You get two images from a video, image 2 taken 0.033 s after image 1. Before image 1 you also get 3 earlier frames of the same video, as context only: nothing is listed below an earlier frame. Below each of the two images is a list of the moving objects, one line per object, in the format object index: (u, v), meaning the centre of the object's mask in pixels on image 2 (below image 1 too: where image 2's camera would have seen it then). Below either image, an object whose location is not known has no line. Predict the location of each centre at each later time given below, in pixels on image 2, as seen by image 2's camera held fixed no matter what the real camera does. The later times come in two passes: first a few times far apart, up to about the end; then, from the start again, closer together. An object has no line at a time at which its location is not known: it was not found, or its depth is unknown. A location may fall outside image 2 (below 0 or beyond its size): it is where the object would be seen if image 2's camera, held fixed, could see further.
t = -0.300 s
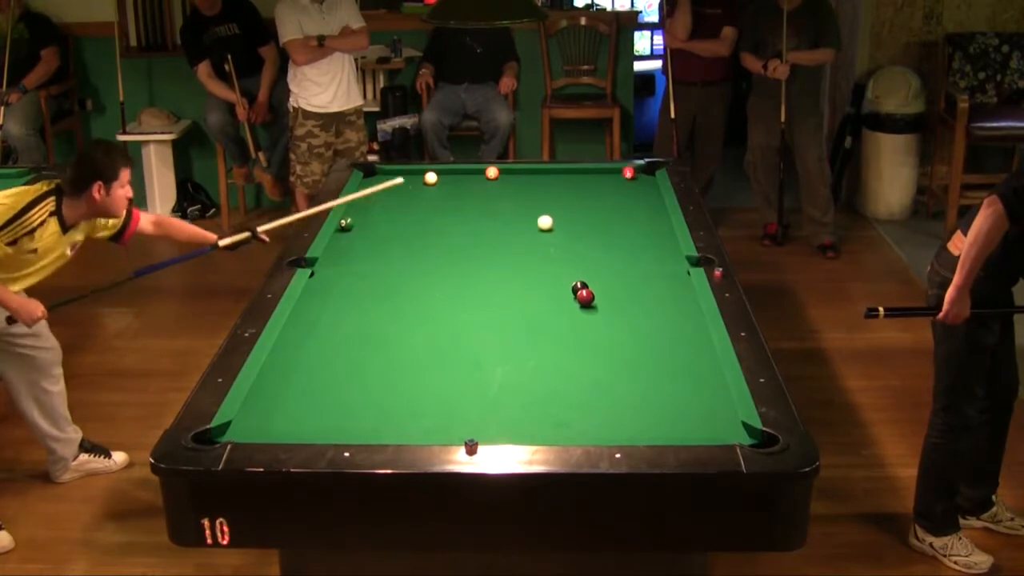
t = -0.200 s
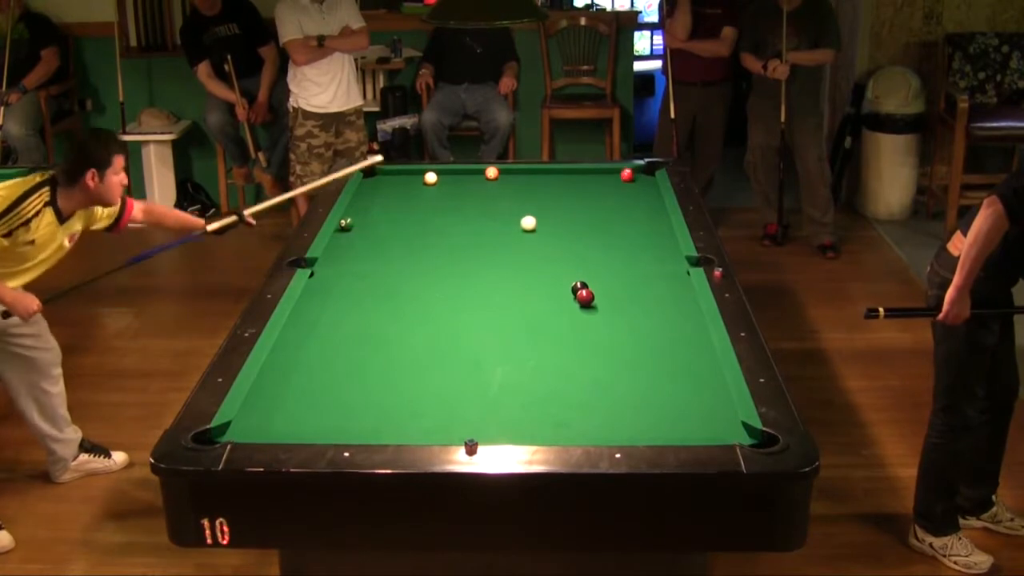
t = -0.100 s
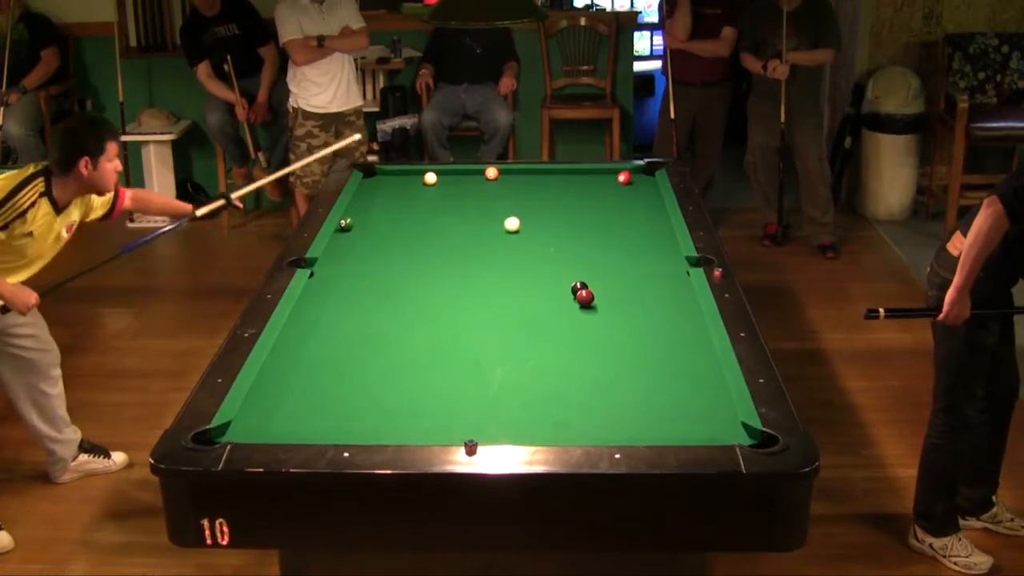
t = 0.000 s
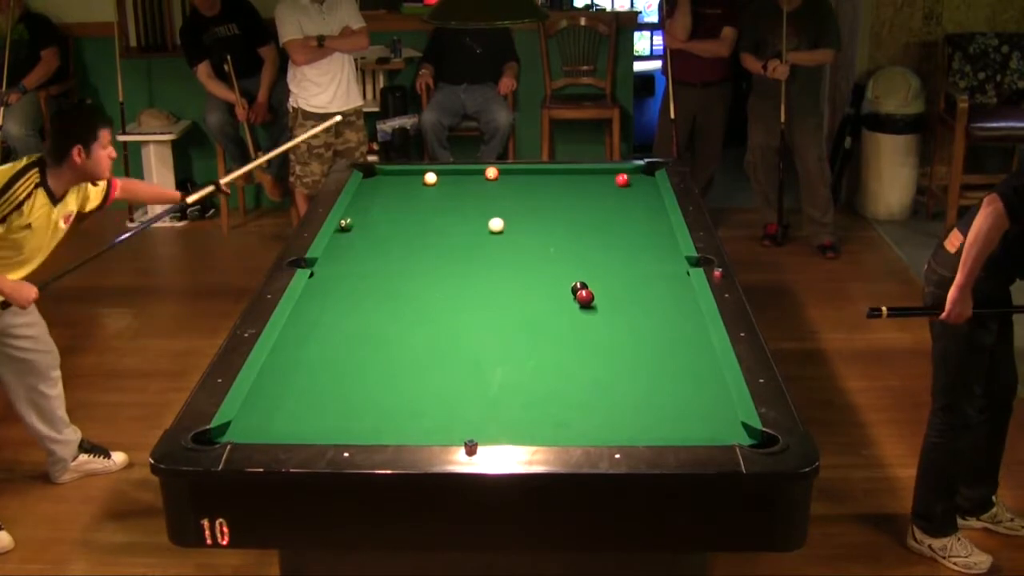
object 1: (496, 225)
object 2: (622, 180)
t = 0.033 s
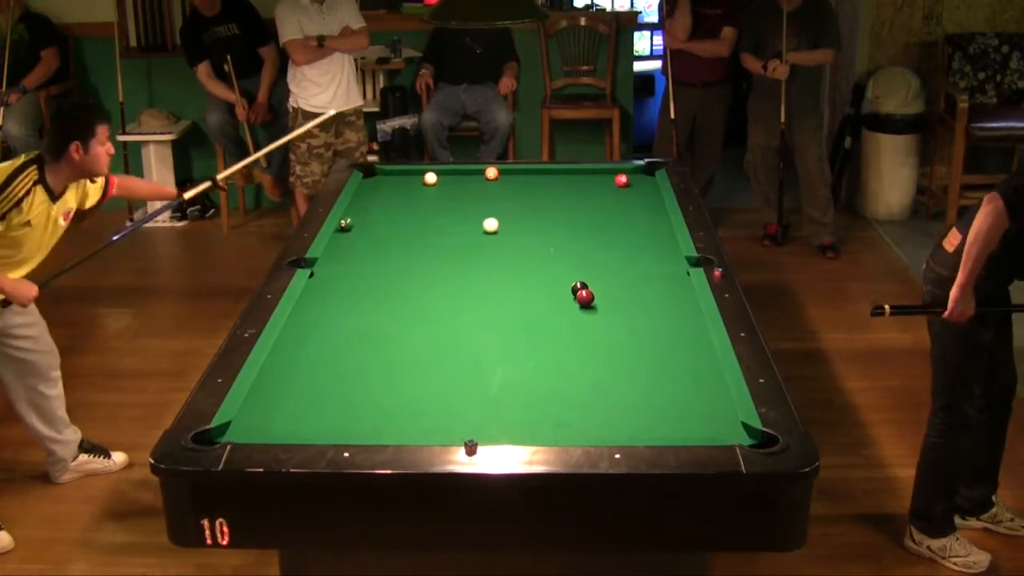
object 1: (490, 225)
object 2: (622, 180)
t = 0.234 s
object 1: (459, 227)
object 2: (617, 185)
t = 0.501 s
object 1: (419, 228)
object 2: (612, 190)
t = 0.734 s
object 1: (384, 230)
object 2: (608, 195)
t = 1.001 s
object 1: (346, 231)
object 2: (602, 200)
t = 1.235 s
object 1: (354, 232)
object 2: (597, 204)
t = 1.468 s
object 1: (369, 233)
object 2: (593, 209)
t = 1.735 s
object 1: (386, 233)
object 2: (588, 213)
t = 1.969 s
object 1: (399, 233)
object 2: (584, 217)
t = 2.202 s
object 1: (411, 234)
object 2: (581, 220)
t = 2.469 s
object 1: (424, 234)
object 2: (576, 223)
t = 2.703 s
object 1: (434, 235)
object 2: (573, 227)
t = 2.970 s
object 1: (444, 235)
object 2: (570, 230)
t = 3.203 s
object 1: (451, 235)
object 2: (567, 232)
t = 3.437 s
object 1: (458, 235)
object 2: (564, 234)
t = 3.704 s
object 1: (464, 235)
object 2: (562, 236)
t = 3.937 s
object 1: (469, 235)
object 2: (560, 237)
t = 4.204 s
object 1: (472, 236)
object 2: (557, 238)
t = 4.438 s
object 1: (474, 236)
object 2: (556, 238)
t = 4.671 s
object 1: (475, 236)
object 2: (555, 239)
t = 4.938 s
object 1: (475, 236)
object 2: (555, 239)
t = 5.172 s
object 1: (475, 236)
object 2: (555, 238)
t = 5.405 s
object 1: (475, 235)
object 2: (555, 238)
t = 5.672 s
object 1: (475, 236)
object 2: (555, 238)
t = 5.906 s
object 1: (475, 236)
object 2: (555, 238)
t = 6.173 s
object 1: (475, 236)
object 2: (555, 239)
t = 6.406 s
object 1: (475, 236)
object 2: (555, 238)
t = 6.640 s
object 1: (475, 236)
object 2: (555, 239)
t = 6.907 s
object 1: (475, 236)
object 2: (555, 239)
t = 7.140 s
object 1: (475, 236)
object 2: (555, 239)
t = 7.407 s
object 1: (475, 236)
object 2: (555, 239)
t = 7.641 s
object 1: (475, 236)
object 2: (555, 238)
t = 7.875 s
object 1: (475, 236)
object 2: (555, 238)
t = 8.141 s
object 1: (475, 236)
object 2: (555, 238)
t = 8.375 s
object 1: (475, 236)
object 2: (555, 238)
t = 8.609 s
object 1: (475, 236)
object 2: (555, 238)
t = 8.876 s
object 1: (475, 236)
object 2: (555, 239)
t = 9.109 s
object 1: (475, 236)
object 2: (555, 239)
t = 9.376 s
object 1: (475, 236)
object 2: (555, 238)
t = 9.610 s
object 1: (475, 236)
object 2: (555, 238)
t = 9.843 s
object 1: (475, 236)
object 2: (555, 238)
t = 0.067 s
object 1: (485, 226)
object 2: (621, 181)
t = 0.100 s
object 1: (480, 226)
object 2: (620, 182)
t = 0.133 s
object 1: (475, 226)
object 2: (620, 182)
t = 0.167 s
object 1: (470, 226)
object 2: (619, 183)
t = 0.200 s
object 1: (464, 226)
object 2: (618, 184)
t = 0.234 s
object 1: (459, 227)
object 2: (617, 185)
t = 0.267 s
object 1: (454, 227)
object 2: (617, 186)
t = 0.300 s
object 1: (449, 227)
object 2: (616, 186)
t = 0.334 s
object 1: (444, 227)
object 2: (615, 187)
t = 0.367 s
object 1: (439, 228)
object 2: (615, 187)
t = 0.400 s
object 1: (434, 228)
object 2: (614, 188)
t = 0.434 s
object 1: (429, 228)
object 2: (613, 189)
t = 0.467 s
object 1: (423, 228)
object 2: (613, 190)
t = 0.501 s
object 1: (419, 228)
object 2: (612, 190)
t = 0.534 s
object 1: (413, 229)
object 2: (611, 191)
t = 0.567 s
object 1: (409, 229)
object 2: (611, 192)
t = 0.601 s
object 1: (404, 229)
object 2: (610, 192)
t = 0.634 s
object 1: (399, 229)
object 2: (610, 193)
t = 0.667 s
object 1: (394, 230)
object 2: (609, 193)
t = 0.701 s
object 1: (389, 230)
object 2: (608, 194)
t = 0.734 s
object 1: (384, 230)
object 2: (608, 195)
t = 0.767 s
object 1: (379, 230)
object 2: (607, 196)
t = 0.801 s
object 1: (375, 230)
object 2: (607, 196)
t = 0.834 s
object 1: (370, 230)
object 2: (606, 197)
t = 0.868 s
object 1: (365, 231)
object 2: (605, 197)
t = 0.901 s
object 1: (360, 231)
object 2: (604, 198)
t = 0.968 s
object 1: (351, 231)
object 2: (603, 199)
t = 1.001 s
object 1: (346, 231)
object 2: (602, 200)
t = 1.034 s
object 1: (341, 232)
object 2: (601, 201)
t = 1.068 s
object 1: (342, 232)
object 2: (601, 201)
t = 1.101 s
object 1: (345, 232)
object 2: (600, 202)
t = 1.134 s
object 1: (347, 232)
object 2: (599, 203)
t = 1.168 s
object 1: (349, 232)
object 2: (599, 203)
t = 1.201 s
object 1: (351, 232)
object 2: (598, 204)
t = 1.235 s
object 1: (354, 232)
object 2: (597, 204)
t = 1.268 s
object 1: (356, 232)
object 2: (597, 205)
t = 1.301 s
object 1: (358, 233)
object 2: (596, 205)
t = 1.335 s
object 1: (361, 232)
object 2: (596, 206)
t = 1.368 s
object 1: (363, 233)
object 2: (595, 207)
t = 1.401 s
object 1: (365, 233)
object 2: (594, 208)
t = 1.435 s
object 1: (367, 233)
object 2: (594, 208)
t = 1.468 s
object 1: (369, 233)
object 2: (593, 209)
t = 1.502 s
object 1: (371, 233)
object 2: (593, 209)
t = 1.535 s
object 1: (374, 233)
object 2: (592, 210)
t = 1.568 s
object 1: (375, 233)
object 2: (591, 210)
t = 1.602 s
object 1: (377, 233)
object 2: (591, 211)
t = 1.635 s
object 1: (380, 233)
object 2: (590, 211)
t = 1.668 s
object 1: (382, 233)
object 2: (589, 212)
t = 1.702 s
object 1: (384, 233)
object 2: (589, 212)
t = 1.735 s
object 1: (386, 233)
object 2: (588, 213)
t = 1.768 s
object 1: (388, 233)
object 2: (588, 213)
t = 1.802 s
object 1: (390, 233)
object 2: (587, 214)
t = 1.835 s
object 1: (392, 233)
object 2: (587, 215)
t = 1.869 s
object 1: (393, 233)
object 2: (586, 215)
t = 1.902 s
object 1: (395, 233)
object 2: (586, 216)
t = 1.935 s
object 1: (397, 233)
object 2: (585, 216)
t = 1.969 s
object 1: (399, 233)
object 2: (584, 217)
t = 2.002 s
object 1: (401, 233)
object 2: (584, 217)
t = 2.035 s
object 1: (403, 233)
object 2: (583, 217)
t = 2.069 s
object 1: (404, 233)
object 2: (583, 218)
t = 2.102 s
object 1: (406, 233)
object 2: (582, 218)
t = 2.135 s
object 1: (408, 233)
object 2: (582, 219)
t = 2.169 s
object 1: (409, 234)
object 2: (581, 220)
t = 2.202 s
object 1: (411, 234)
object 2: (581, 220)
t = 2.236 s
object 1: (413, 234)
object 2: (580, 220)
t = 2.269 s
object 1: (414, 234)
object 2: (580, 221)
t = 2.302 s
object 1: (416, 234)
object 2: (579, 222)
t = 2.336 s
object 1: (418, 234)
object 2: (579, 222)
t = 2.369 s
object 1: (419, 234)
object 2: (578, 222)
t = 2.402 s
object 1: (421, 234)
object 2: (577, 223)
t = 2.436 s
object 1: (422, 234)
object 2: (577, 223)
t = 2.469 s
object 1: (424, 234)
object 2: (576, 223)
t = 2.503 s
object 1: (425, 234)
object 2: (576, 224)
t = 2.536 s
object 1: (426, 235)
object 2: (575, 225)
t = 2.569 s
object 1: (428, 235)
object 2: (575, 225)
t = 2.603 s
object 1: (429, 234)
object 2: (574, 225)
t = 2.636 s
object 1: (431, 234)
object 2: (574, 226)
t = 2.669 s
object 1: (432, 234)
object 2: (574, 226)
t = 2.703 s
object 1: (434, 235)
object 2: (573, 227)
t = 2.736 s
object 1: (435, 234)
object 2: (573, 227)
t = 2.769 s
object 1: (436, 235)
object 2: (573, 227)
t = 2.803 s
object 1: (438, 235)
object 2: (572, 227)
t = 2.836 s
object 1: (439, 235)
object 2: (572, 228)
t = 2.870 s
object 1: (440, 235)
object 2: (572, 229)
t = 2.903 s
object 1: (441, 235)
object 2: (571, 229)
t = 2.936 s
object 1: (443, 235)
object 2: (571, 229)
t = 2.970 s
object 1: (444, 235)
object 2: (570, 230)
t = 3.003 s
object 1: (445, 235)
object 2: (570, 230)
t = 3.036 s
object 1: (446, 235)
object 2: (570, 230)
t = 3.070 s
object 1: (447, 235)
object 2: (569, 230)
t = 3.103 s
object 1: (448, 235)
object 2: (569, 231)
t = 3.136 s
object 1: (449, 235)
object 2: (568, 231)
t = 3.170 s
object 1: (450, 235)
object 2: (568, 231)
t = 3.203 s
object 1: (451, 235)
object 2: (567, 232)
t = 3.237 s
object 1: (452, 235)
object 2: (567, 232)
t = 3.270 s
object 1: (453, 235)
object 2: (566, 232)
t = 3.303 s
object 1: (454, 235)
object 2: (566, 233)
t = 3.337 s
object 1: (455, 235)
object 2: (565, 233)
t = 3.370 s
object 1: (456, 235)
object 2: (565, 234)
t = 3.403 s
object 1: (457, 235)
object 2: (565, 234)
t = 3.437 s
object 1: (458, 235)
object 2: (564, 234)
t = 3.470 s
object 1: (459, 235)
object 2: (564, 234)
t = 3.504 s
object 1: (460, 236)
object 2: (564, 235)
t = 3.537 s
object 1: (460, 235)
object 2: (563, 235)
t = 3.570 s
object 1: (461, 235)
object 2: (563, 235)
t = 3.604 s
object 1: (462, 235)
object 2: (563, 235)
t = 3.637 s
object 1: (463, 235)
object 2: (562, 235)
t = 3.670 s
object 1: (464, 235)
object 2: (562, 235)
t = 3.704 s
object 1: (464, 235)
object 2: (562, 236)
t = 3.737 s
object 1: (465, 235)
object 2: (562, 236)
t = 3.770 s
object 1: (465, 235)
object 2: (561, 236)
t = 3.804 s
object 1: (466, 235)
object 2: (561, 236)
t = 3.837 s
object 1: (467, 235)
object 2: (561, 236)
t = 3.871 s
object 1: (468, 235)
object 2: (560, 236)
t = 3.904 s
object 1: (468, 235)
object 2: (560, 237)
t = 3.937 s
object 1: (469, 235)
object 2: (560, 237)
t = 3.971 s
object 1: (469, 235)
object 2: (559, 237)
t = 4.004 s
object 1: (470, 235)
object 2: (559, 237)
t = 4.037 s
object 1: (470, 235)
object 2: (559, 237)
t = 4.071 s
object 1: (471, 235)
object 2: (558, 237)
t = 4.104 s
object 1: (471, 235)
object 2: (558, 237)
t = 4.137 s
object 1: (472, 235)
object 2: (558, 238)
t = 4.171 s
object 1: (472, 235)
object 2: (557, 238)
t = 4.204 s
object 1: (472, 236)
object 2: (557, 238)
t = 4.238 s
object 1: (473, 236)
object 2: (557, 238)
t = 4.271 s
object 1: (473, 236)
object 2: (557, 238)
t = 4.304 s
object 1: (473, 236)
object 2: (556, 238)
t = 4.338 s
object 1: (474, 236)
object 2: (556, 238)
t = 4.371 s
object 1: (474, 236)
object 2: (556, 238)
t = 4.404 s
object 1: (474, 236)
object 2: (556, 238)
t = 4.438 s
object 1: (474, 236)
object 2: (556, 238)
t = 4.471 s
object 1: (474, 236)
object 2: (556, 238)
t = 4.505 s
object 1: (475, 236)
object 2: (556, 238)
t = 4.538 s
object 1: (475, 235)
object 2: (556, 238)
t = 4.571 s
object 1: (475, 236)
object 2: (555, 238)
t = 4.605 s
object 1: (475, 236)
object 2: (555, 238)
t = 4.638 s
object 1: (475, 236)
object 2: (555, 238)
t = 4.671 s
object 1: (475, 236)
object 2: (555, 239)
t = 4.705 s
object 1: (475, 236)
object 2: (555, 239)
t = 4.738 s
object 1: (475, 236)
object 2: (555, 239)
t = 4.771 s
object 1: (475, 236)
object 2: (555, 238)
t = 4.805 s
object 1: (475, 236)
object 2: (555, 239)
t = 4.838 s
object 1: (475, 236)
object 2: (555, 239)
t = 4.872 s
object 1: (475, 236)
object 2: (555, 239)
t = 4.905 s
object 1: (475, 236)
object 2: (555, 239)
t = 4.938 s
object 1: (475, 236)
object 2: (555, 239)
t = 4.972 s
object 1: (475, 236)
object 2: (555, 239)
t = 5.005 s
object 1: (475, 236)
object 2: (555, 238)
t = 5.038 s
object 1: (475, 236)
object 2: (555, 238)
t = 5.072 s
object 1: (475, 236)
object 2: (555, 238)
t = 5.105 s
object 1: (475, 236)
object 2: (555, 238)
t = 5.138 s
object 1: (475, 236)
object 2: (555, 238)
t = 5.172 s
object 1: (475, 236)
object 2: (555, 238)
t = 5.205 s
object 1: (475, 236)
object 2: (555, 238)
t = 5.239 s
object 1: (475, 236)
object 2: (555, 238)
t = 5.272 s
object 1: (475, 236)
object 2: (555, 238)
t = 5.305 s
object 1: (475, 236)
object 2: (555, 238)
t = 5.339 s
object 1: (475, 235)
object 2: (555, 238)
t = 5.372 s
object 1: (475, 235)
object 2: (555, 238)
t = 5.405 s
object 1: (475, 235)
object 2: (555, 238)
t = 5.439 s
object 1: (475, 235)
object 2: (555, 238)
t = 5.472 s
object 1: (475, 235)
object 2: (555, 238)
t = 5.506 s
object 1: (475, 235)
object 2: (555, 238)
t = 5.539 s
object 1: (475, 235)
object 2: (555, 238)
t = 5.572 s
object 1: (475, 236)
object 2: (555, 238)
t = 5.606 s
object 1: (475, 236)
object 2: (556, 238)
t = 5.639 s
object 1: (475, 236)
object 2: (555, 238)
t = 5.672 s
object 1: (475, 236)
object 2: (555, 238)
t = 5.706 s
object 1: (475, 236)
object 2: (555, 238)
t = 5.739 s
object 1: (475, 236)
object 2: (555, 238)
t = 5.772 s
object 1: (475, 236)
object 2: (555, 239)
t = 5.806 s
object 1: (475, 236)
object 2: (555, 238)
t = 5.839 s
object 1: (475, 236)
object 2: (555, 239)
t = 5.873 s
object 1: (475, 236)
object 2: (555, 238)
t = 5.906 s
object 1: (475, 236)
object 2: (555, 238)
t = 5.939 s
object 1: (475, 236)
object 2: (555, 238)
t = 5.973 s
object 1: (475, 236)
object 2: (555, 239)
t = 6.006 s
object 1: (475, 236)
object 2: (555, 238)
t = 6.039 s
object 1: (475, 236)
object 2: (555, 239)
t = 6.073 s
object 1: (475, 236)
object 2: (555, 238)
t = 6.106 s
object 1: (475, 236)
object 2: (555, 238)
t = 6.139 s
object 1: (475, 236)
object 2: (555, 238)
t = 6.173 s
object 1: (475, 236)
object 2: (555, 239)
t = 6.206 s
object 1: (475, 236)
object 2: (555, 238)
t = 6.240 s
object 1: (475, 236)
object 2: (555, 238)
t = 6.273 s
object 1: (475, 236)
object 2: (555, 238)
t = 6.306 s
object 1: (475, 236)
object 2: (555, 239)
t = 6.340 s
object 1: (475, 236)
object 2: (555, 239)
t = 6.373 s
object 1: (475, 236)
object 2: (555, 239)
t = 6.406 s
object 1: (475, 236)
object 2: (555, 238)
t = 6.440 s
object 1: (475, 236)
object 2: (555, 239)
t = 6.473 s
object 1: (475, 236)
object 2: (555, 239)
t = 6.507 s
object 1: (475, 236)
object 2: (555, 239)
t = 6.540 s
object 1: (475, 236)
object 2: (555, 239)
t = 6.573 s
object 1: (475, 236)
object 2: (555, 239)
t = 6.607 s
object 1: (475, 236)
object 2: (555, 239)
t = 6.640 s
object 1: (475, 236)
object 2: (555, 239)
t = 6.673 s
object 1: (475, 236)
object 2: (555, 239)
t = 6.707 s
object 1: (475, 236)
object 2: (555, 239)
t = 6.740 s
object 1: (475, 236)
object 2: (555, 239)
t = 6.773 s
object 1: (475, 236)
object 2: (555, 239)
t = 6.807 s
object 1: (475, 236)
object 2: (555, 239)
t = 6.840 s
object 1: (475, 236)
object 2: (555, 239)
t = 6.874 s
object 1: (475, 236)
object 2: (555, 239)
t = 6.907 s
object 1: (475, 236)
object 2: (555, 239)
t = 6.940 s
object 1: (475, 236)
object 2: (555, 239)
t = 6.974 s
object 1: (475, 236)
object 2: (555, 239)
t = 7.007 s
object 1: (475, 236)
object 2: (555, 239)
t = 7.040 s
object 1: (475, 236)
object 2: (555, 239)
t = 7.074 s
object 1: (475, 236)
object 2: (555, 238)
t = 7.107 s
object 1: (475, 236)
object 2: (555, 239)
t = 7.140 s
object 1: (475, 236)
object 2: (555, 239)
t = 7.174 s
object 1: (474, 236)
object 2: (555, 239)
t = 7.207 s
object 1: (474, 236)
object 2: (555, 238)
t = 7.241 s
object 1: (475, 236)
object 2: (555, 239)
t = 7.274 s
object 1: (475, 236)
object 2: (555, 239)
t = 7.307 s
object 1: (475, 236)
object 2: (555, 239)
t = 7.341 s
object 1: (475, 236)
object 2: (555, 238)
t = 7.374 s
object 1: (475, 236)
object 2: (555, 239)
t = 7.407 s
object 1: (475, 236)
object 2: (555, 239)
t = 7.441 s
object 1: (475, 236)
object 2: (555, 238)
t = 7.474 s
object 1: (475, 236)
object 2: (555, 238)
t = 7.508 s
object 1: (475, 236)
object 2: (555, 239)
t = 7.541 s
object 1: (475, 236)
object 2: (555, 238)
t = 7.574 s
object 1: (475, 236)
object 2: (555, 238)
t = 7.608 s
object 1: (475, 236)
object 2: (555, 238)
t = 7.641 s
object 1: (475, 236)
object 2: (555, 238)
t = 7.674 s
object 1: (475, 236)
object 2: (555, 238)
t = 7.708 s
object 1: (475, 236)
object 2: (555, 238)
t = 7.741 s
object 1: (475, 236)
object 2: (555, 238)
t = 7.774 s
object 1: (475, 236)
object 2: (555, 238)
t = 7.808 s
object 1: (475, 236)
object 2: (555, 238)
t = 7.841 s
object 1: (475, 236)
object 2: (555, 238)
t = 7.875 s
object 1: (475, 236)
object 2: (555, 238)
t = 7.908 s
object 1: (475, 236)
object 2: (555, 238)
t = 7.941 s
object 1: (475, 236)
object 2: (555, 238)
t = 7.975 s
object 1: (475, 236)
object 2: (555, 238)
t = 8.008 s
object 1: (475, 236)
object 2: (555, 238)
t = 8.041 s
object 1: (475, 236)
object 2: (555, 238)
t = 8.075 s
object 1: (475, 236)
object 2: (555, 239)
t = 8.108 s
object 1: (475, 236)
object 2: (555, 238)
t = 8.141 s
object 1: (475, 236)
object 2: (555, 238)
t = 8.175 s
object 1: (475, 236)
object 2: (555, 239)
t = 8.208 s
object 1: (475, 236)
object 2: (555, 238)
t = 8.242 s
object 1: (475, 236)
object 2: (555, 238)
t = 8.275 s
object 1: (475, 236)
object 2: (555, 238)
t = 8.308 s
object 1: (475, 236)
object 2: (555, 238)
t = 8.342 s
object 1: (475, 236)
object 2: (555, 238)
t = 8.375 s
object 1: (475, 236)
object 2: (555, 238)
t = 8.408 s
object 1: (475, 236)
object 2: (555, 238)
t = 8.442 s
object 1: (475, 236)
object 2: (555, 238)
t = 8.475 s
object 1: (475, 236)
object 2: (555, 238)
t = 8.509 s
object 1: (475, 236)
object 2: (555, 238)
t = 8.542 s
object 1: (475, 236)
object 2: (555, 238)
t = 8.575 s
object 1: (475, 236)
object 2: (555, 238)
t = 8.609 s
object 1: (475, 236)
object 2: (555, 238)
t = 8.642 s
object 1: (475, 236)
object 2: (555, 238)
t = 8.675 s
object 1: (475, 236)
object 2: (555, 238)
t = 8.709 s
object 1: (475, 236)
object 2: (555, 238)
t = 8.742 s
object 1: (475, 236)
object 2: (555, 238)
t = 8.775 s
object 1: (475, 236)
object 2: (555, 238)
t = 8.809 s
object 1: (475, 236)
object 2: (555, 238)
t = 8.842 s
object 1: (475, 236)
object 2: (555, 239)
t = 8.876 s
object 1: (475, 236)
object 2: (555, 239)
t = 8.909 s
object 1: (475, 236)
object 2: (555, 239)
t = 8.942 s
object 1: (475, 236)
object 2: (555, 239)
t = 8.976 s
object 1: (475, 236)
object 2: (555, 239)
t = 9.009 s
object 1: (475, 236)
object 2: (555, 239)
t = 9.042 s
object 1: (475, 236)
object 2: (555, 239)
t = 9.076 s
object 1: (475, 236)
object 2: (555, 239)
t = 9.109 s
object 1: (475, 236)
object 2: (555, 239)
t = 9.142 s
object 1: (475, 236)
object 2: (555, 239)
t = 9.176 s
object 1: (475, 236)
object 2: (555, 239)
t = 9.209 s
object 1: (475, 236)
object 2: (555, 239)
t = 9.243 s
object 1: (475, 236)
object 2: (555, 238)
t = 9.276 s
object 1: (475, 236)
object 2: (555, 238)
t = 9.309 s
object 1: (475, 236)
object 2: (555, 238)
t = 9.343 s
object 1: (475, 236)
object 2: (555, 238)
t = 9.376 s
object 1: (475, 236)
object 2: (555, 238)
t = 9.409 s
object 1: (475, 236)
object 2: (555, 238)
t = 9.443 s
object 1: (475, 236)
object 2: (555, 238)
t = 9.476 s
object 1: (475, 236)
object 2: (555, 238)
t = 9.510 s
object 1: (475, 236)
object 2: (555, 238)
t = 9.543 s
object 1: (475, 236)
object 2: (555, 238)
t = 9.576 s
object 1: (475, 236)
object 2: (555, 238)
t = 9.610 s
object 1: (475, 236)
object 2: (555, 238)
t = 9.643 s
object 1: (475, 236)
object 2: (555, 238)
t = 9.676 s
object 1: (475, 236)
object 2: (555, 238)
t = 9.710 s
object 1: (475, 236)
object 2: (555, 238)
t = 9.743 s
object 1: (475, 236)
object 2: (555, 238)
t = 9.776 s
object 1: (475, 236)
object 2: (555, 238)
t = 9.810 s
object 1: (475, 236)
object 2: (555, 238)
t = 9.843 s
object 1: (475, 236)
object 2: (555, 238)
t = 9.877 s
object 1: (475, 236)
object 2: (555, 238)
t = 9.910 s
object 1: (475, 236)
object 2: (555, 238)
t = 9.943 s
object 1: (475, 236)
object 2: (555, 239)
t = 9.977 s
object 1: (475, 236)
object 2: (555, 238)
